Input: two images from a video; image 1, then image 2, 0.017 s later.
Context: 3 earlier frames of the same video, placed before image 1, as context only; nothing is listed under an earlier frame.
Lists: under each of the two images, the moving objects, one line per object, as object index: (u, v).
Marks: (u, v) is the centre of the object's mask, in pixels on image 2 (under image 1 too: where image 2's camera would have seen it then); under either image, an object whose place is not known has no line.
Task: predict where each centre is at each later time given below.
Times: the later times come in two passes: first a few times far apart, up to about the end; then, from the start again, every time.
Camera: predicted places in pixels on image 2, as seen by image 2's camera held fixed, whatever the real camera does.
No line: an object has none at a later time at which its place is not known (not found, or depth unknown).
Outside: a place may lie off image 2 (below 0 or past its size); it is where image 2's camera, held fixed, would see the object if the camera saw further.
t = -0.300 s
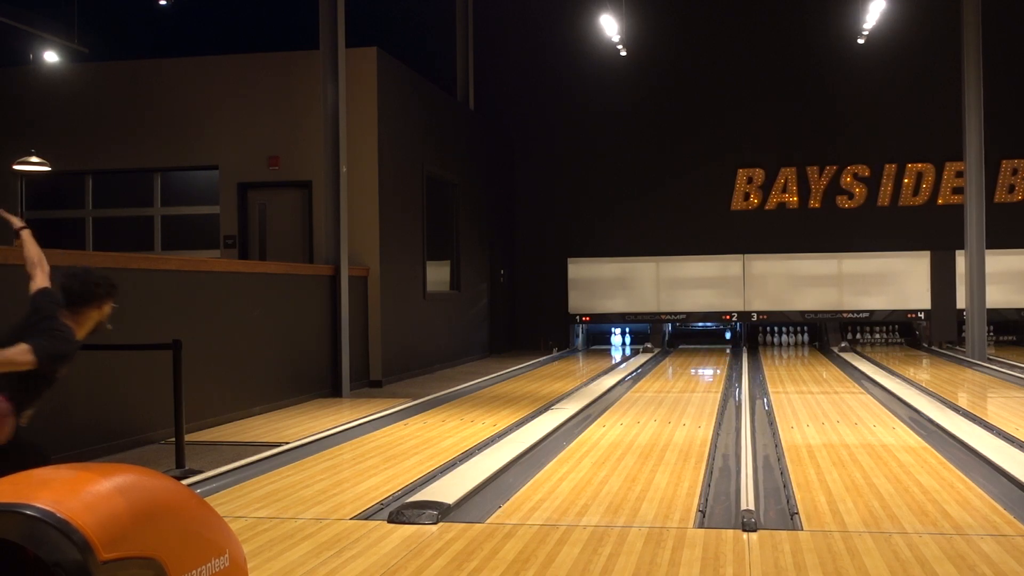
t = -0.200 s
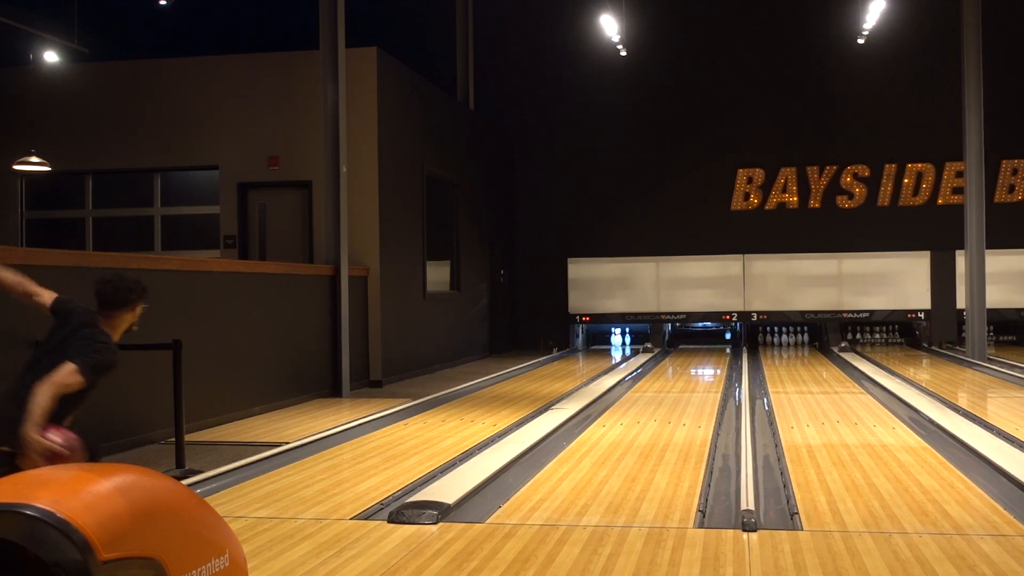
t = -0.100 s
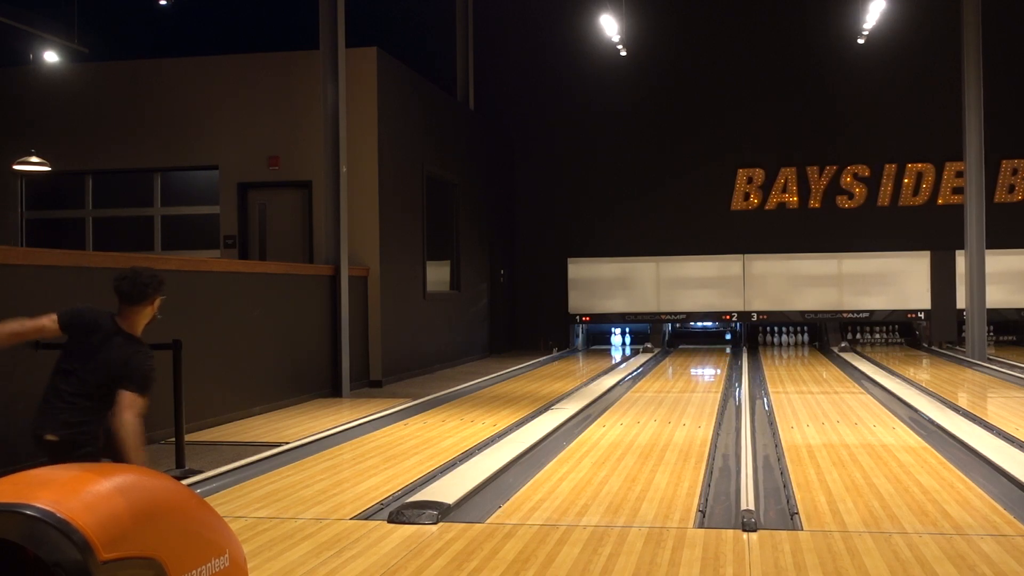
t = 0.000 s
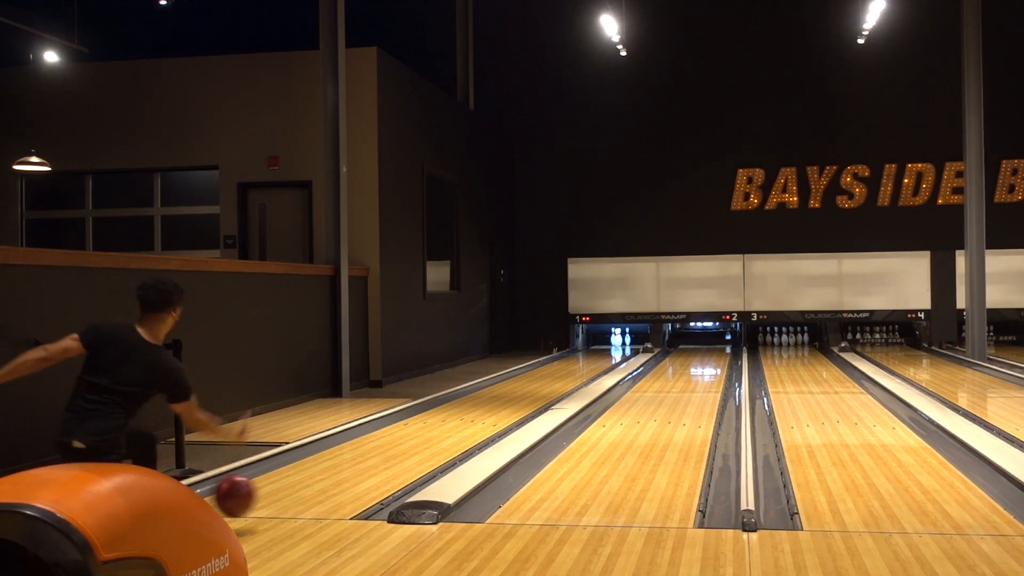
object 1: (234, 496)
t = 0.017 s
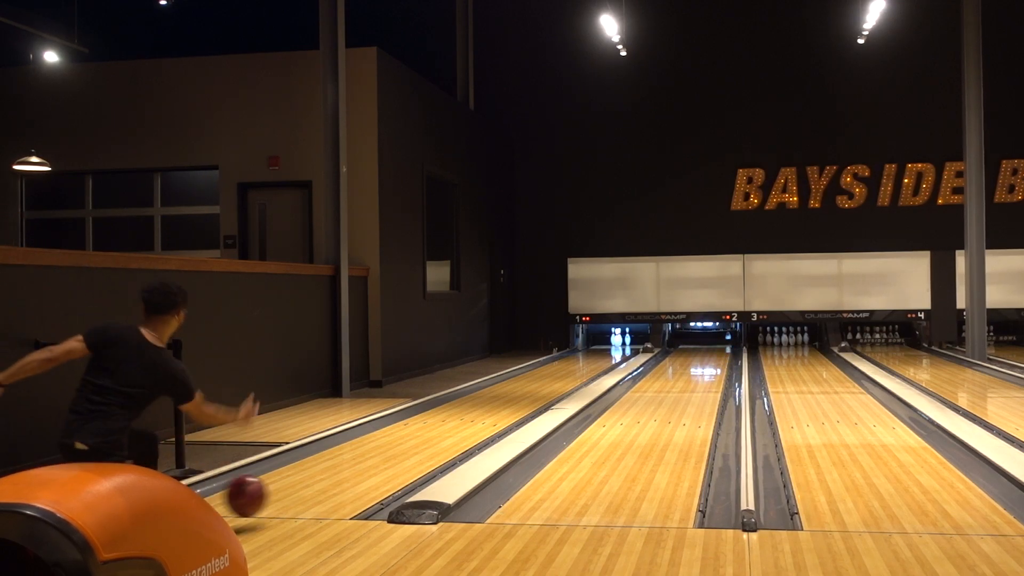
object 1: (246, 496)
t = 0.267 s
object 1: (371, 451)
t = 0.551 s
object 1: (451, 419)
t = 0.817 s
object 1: (499, 397)
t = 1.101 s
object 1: (533, 381)
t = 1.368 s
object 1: (556, 369)
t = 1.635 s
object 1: (573, 361)
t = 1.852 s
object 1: (583, 355)
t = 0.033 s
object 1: (257, 497)
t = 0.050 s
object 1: (268, 498)
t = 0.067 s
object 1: (278, 492)
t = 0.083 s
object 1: (288, 485)
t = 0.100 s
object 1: (297, 479)
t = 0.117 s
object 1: (305, 473)
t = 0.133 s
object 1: (313, 469)
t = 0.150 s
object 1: (321, 465)
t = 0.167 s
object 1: (329, 461)
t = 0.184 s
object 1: (337, 458)
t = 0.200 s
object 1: (344, 456)
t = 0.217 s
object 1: (351, 454)
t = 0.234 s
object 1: (358, 453)
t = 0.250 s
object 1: (364, 452)
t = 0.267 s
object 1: (371, 451)
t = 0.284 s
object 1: (377, 451)
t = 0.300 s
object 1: (382, 448)
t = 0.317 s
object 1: (388, 445)
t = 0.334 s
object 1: (394, 442)
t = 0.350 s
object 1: (399, 440)
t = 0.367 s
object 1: (404, 438)
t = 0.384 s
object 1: (409, 437)
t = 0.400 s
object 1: (414, 435)
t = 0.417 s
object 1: (419, 432)
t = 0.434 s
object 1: (423, 431)
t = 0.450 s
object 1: (427, 429)
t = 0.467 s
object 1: (431, 427)
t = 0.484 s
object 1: (436, 425)
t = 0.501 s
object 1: (440, 423)
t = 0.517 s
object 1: (444, 422)
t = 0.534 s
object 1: (447, 420)
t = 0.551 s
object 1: (451, 419)
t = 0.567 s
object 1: (455, 417)
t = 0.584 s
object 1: (458, 415)
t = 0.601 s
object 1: (462, 413)
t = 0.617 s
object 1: (465, 412)
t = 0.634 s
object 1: (468, 411)
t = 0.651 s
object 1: (471, 409)
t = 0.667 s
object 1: (474, 408)
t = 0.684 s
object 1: (477, 406)
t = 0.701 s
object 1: (480, 405)
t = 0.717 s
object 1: (483, 404)
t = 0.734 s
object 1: (486, 403)
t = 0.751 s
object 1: (488, 401)
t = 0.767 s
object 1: (491, 400)
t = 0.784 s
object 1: (493, 399)
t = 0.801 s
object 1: (496, 398)
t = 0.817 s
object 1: (499, 397)
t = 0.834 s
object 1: (501, 396)
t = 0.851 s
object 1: (503, 394)
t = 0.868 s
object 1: (505, 393)
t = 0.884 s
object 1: (508, 392)
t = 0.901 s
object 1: (510, 391)
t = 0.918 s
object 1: (512, 390)
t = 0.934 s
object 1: (514, 389)
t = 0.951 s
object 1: (516, 388)
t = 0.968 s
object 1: (518, 387)
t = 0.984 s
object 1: (520, 386)
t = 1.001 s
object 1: (522, 386)
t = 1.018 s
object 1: (524, 385)
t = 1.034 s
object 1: (526, 384)
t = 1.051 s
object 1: (528, 383)
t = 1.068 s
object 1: (530, 382)
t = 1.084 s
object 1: (531, 381)
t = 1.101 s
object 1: (533, 381)
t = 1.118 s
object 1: (534, 380)
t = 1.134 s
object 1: (536, 379)
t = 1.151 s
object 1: (538, 378)
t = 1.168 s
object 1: (539, 377)
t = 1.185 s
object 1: (541, 377)
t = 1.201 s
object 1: (543, 376)
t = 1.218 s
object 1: (544, 375)
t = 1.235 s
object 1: (545, 375)
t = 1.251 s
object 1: (547, 374)
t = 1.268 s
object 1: (548, 373)
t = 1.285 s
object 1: (550, 372)
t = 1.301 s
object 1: (551, 372)
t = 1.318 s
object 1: (552, 371)
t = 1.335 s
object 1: (554, 371)
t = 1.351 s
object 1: (555, 370)
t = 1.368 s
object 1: (556, 369)
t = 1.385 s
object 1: (557, 369)
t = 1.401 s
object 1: (558, 369)
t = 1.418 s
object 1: (560, 368)
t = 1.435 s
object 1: (560, 367)
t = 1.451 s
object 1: (561, 367)
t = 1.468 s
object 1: (563, 366)
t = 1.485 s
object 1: (564, 366)
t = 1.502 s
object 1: (565, 365)
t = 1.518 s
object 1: (566, 365)
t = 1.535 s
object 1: (567, 364)
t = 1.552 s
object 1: (568, 364)
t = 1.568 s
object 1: (569, 363)
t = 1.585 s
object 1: (570, 362)
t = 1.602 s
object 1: (571, 362)
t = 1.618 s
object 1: (572, 361)
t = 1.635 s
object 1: (573, 361)
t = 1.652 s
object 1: (574, 360)
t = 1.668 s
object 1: (575, 360)
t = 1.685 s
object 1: (576, 359)
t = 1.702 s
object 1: (576, 358)
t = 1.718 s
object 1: (577, 358)
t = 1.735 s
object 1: (578, 357)
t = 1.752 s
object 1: (579, 357)
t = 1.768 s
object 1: (579, 357)
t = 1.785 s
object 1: (581, 357)
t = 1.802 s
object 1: (581, 356)
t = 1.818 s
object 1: (582, 355)
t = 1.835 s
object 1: (583, 355)
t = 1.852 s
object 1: (583, 355)
